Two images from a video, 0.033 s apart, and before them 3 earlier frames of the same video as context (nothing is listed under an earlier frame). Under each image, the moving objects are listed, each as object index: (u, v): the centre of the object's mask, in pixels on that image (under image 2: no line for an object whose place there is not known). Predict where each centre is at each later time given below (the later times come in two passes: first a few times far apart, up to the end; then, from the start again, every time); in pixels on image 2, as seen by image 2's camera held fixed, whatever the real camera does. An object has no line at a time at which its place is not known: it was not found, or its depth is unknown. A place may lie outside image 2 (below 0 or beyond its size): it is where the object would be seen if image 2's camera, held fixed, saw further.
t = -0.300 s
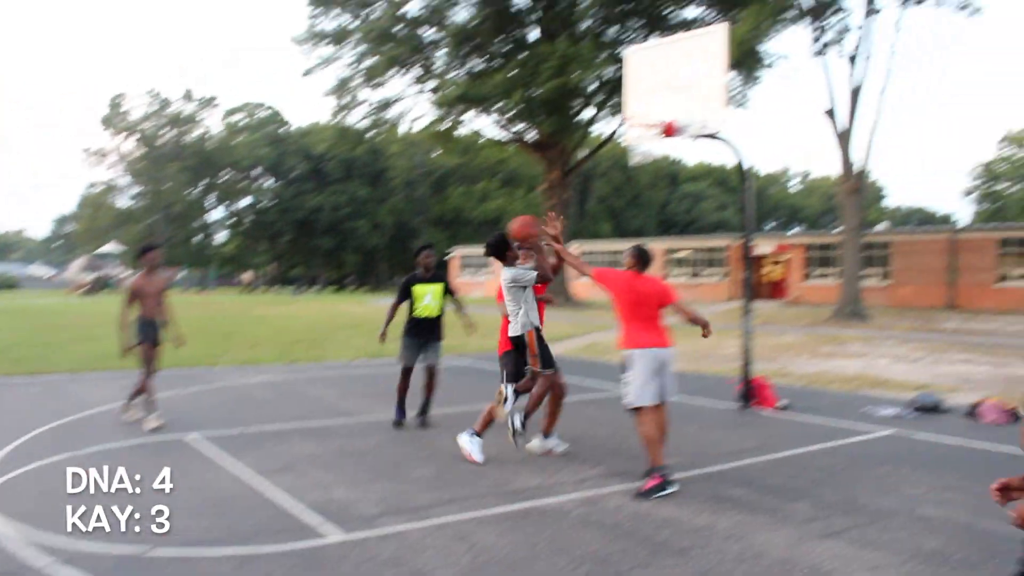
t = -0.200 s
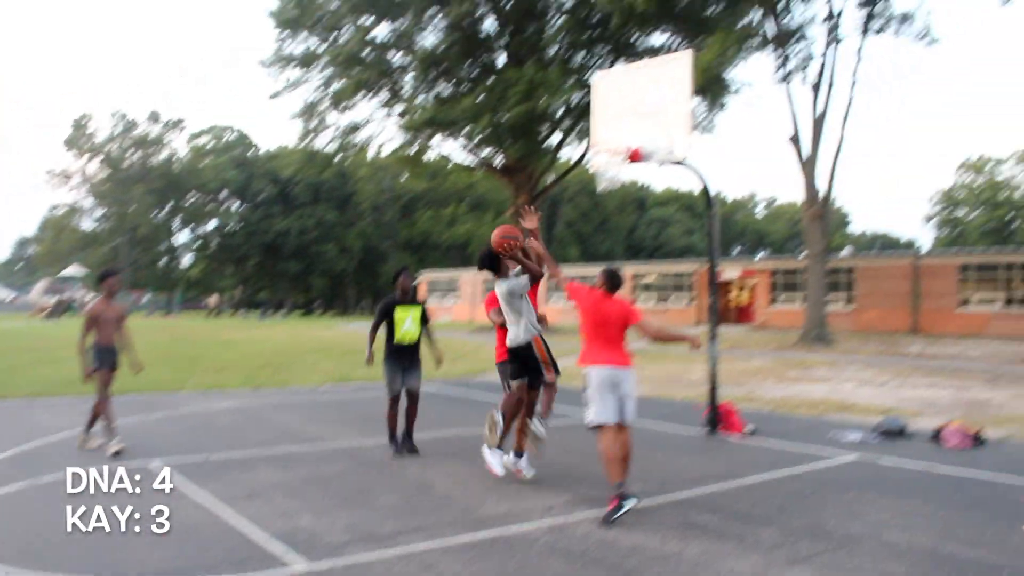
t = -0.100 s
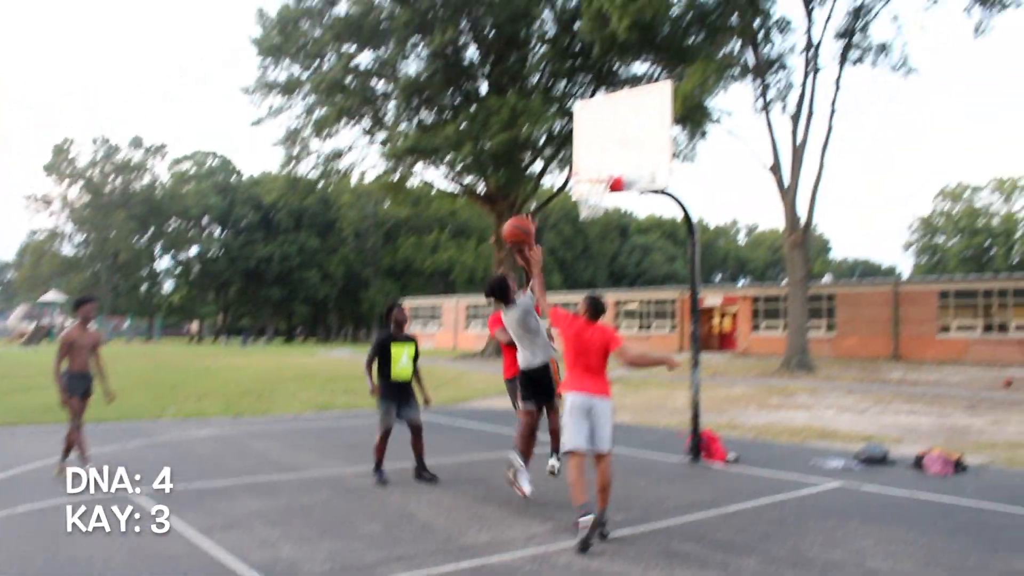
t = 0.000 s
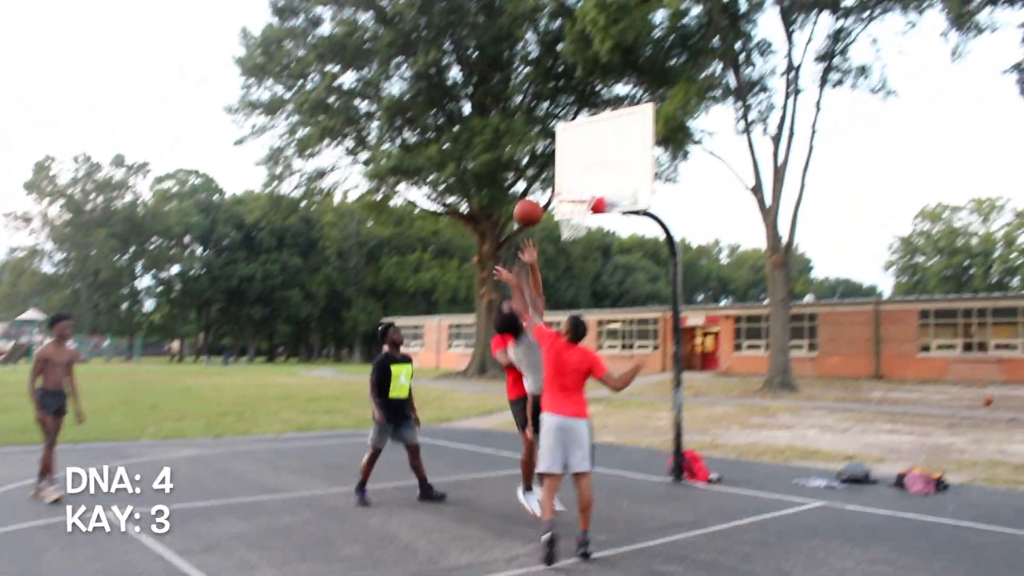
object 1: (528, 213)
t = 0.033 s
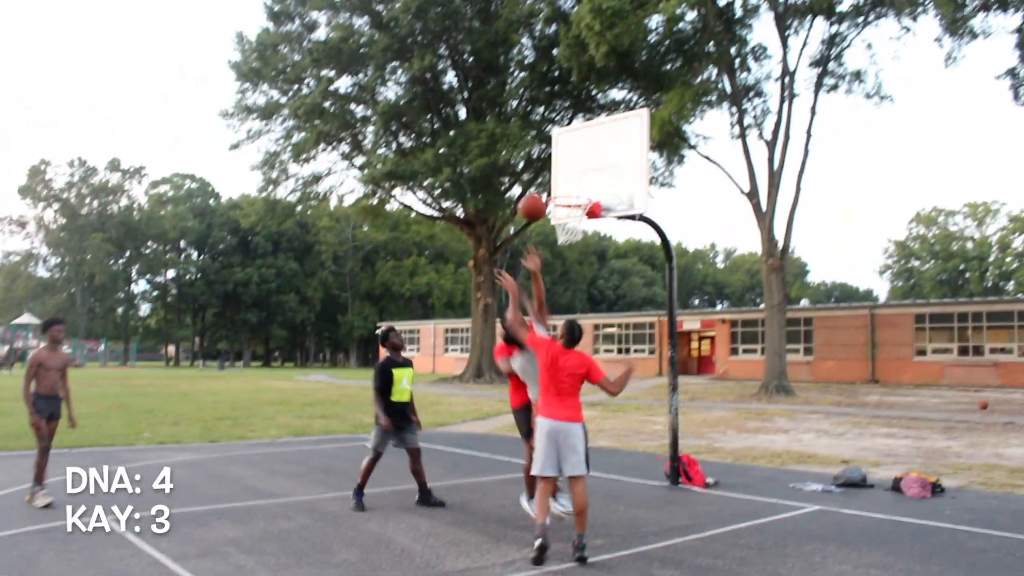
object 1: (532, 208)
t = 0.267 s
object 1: (581, 179)
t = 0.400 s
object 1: (604, 187)
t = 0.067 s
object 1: (540, 198)
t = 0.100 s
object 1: (547, 192)
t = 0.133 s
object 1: (554, 187)
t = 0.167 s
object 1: (562, 183)
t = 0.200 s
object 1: (568, 181)
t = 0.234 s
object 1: (575, 179)
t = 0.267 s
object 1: (581, 179)
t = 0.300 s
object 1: (586, 179)
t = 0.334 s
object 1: (592, 181)
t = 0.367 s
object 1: (598, 183)
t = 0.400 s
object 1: (604, 187)
